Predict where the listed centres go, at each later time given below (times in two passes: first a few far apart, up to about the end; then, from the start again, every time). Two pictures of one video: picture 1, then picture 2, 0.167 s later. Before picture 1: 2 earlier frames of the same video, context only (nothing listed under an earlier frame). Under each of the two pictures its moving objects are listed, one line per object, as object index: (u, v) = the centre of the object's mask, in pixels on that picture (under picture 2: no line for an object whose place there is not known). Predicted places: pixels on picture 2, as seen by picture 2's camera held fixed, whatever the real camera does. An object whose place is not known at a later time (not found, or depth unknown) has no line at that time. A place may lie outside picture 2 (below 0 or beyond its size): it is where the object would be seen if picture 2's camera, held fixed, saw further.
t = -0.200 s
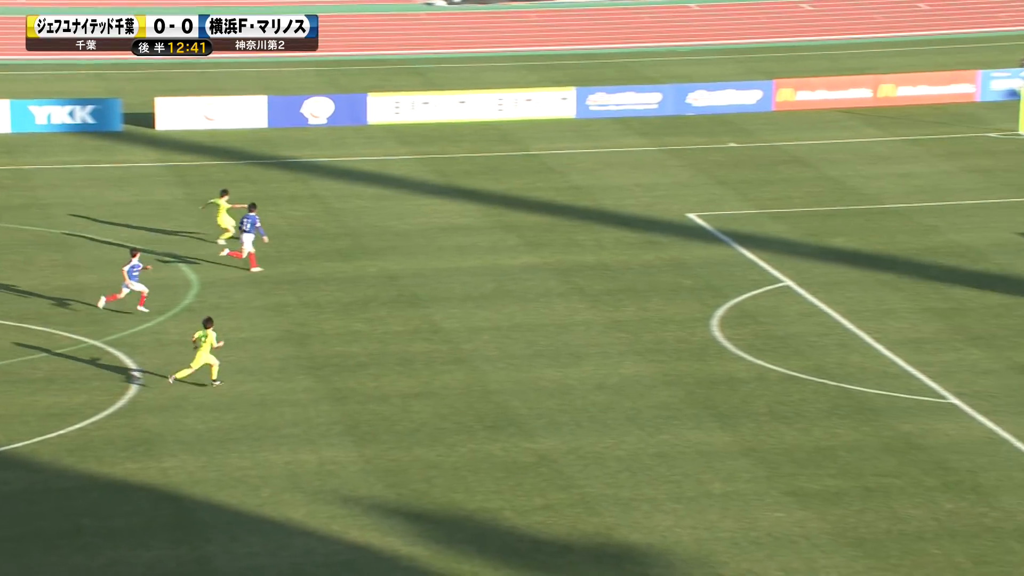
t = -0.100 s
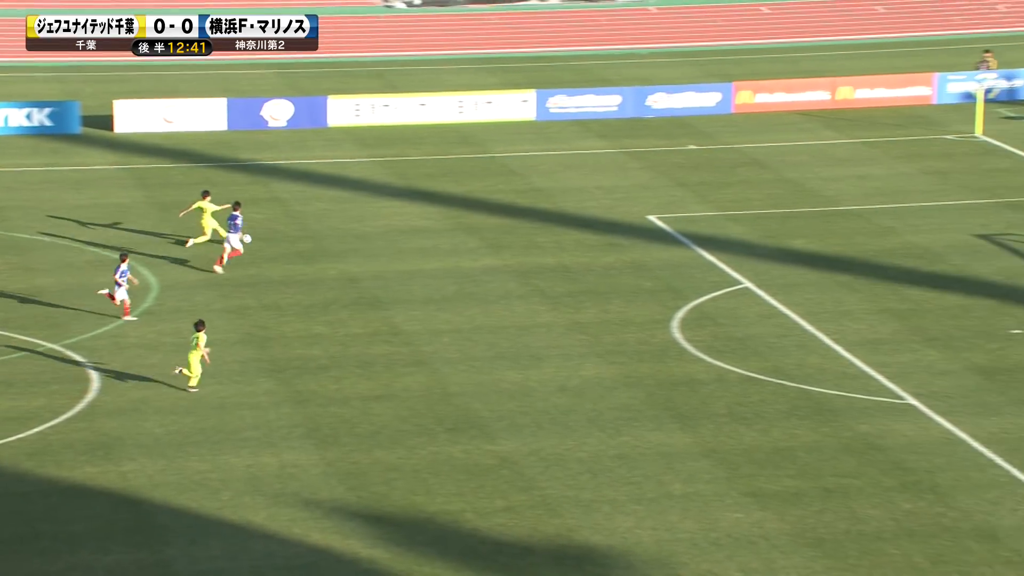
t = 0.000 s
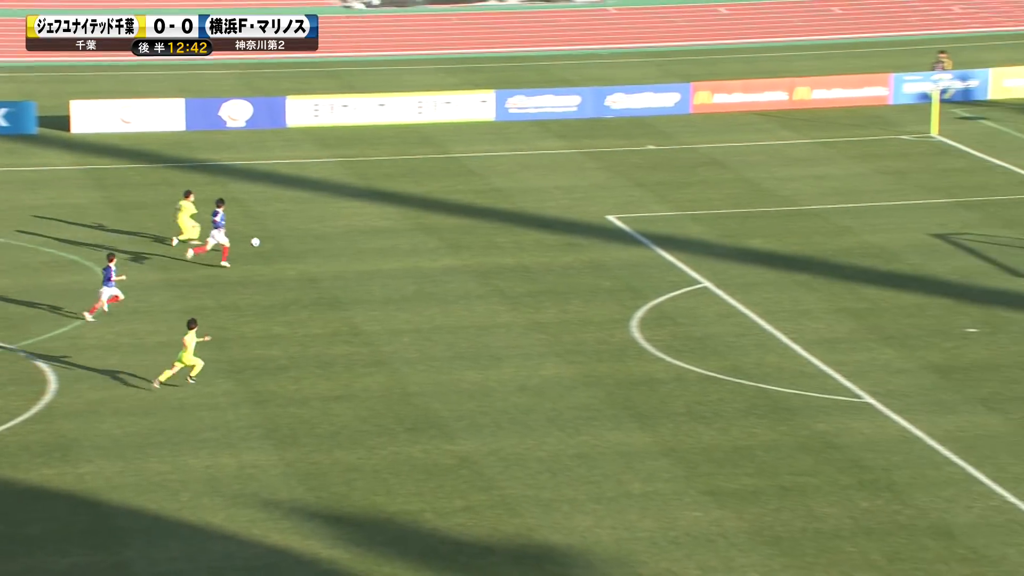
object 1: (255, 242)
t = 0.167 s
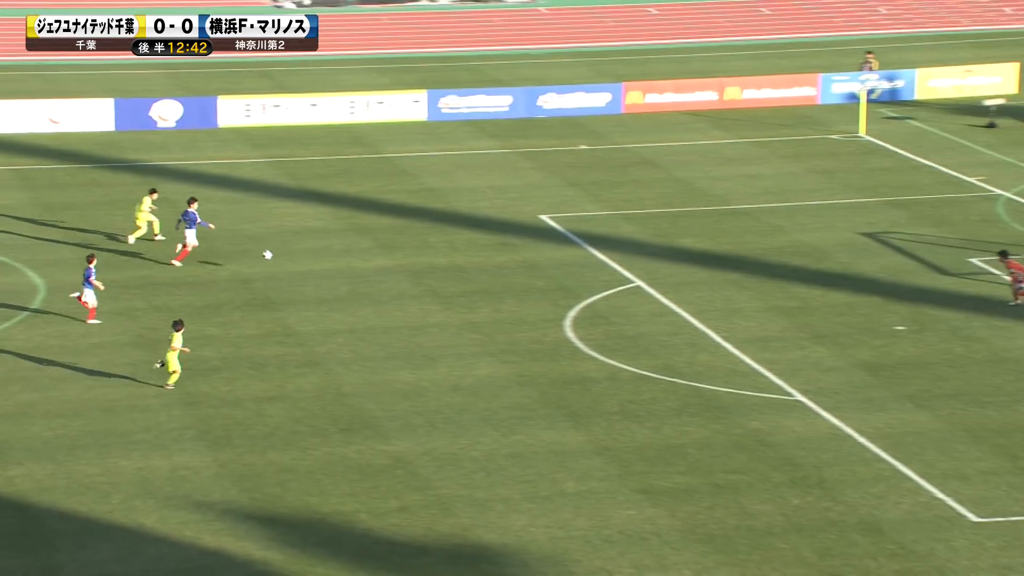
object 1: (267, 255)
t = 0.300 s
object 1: (328, 272)
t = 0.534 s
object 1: (423, 295)
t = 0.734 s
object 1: (493, 310)
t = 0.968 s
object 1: (563, 330)
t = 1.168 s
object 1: (614, 346)
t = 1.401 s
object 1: (672, 358)
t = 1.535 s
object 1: (704, 368)
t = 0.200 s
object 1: (283, 258)
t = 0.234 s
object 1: (298, 262)
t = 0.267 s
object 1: (313, 267)
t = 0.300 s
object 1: (328, 272)
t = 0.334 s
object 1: (344, 278)
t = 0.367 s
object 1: (358, 283)
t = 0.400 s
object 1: (374, 290)
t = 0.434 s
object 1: (388, 295)
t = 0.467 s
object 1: (400, 295)
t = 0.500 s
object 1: (412, 295)
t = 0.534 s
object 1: (423, 295)
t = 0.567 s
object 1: (435, 296)
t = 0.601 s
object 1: (447, 298)
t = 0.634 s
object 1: (458, 300)
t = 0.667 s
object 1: (470, 303)
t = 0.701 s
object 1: (481, 307)
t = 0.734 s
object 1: (493, 310)
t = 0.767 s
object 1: (504, 315)
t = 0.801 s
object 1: (516, 320)
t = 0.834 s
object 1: (527, 326)
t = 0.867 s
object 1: (538, 330)
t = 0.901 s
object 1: (546, 330)
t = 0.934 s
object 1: (555, 330)
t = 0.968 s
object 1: (563, 330)
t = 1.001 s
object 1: (572, 331)
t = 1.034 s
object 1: (581, 333)
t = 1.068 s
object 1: (589, 336)
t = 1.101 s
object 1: (598, 339)
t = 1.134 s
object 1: (606, 342)
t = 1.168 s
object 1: (614, 346)
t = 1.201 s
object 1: (623, 350)
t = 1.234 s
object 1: (631, 351)
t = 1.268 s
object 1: (639, 351)
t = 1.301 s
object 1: (647, 352)
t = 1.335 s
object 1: (655, 353)
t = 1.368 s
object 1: (663, 355)
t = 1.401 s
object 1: (672, 358)
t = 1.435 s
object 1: (680, 361)
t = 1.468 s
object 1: (687, 365)
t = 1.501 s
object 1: (696, 367)
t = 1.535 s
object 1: (704, 368)
